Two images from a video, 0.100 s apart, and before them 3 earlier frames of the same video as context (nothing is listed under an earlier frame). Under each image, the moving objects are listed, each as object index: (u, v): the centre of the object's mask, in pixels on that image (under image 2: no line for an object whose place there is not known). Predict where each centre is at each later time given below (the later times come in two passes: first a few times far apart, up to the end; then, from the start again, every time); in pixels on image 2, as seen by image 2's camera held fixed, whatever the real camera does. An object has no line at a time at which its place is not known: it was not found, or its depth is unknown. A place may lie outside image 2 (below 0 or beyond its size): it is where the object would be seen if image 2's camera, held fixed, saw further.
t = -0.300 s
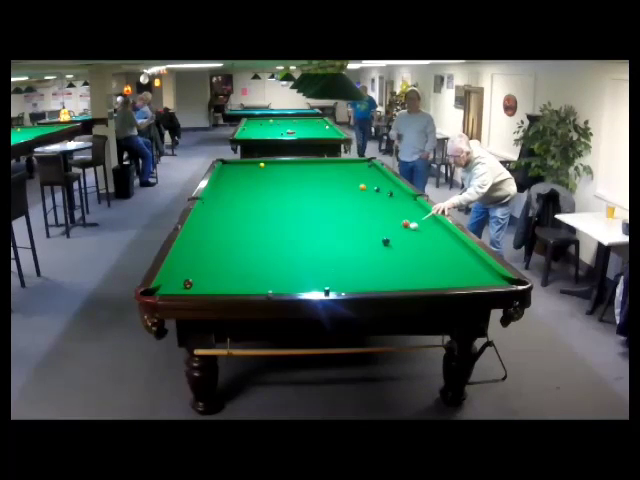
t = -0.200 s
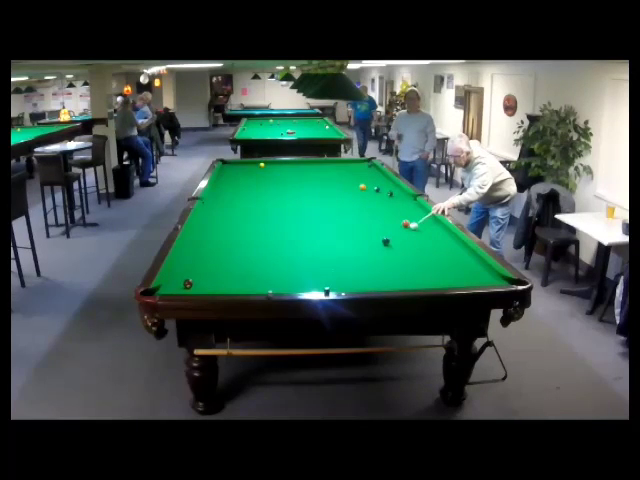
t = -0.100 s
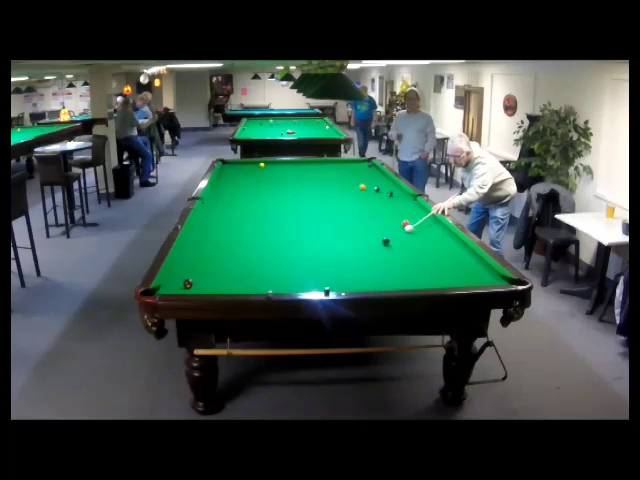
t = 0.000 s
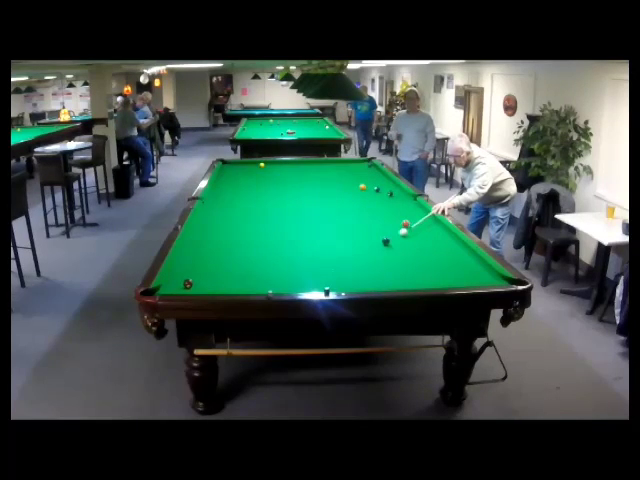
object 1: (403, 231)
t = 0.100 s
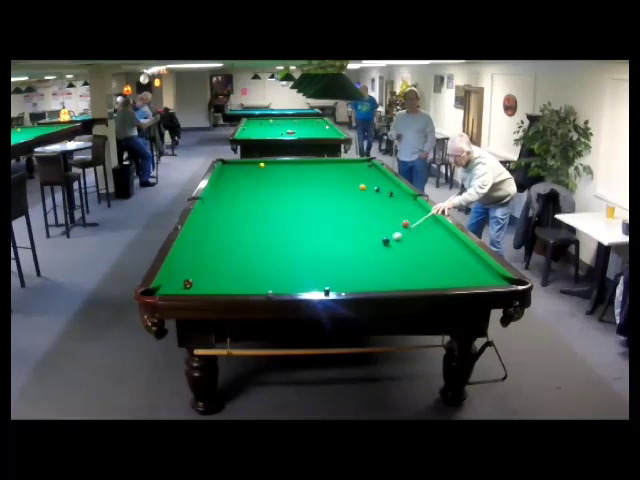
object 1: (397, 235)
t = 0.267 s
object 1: (393, 240)
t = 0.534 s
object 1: (396, 246)
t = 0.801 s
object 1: (398, 252)
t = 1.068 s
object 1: (401, 258)
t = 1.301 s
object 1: (403, 263)
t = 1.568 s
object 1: (406, 268)
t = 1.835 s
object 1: (410, 274)
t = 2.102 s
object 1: (412, 278)
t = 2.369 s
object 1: (414, 282)
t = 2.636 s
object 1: (413, 281)
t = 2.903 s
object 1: (410, 279)
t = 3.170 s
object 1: (410, 277)
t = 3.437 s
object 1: (408, 276)
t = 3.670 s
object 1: (408, 275)
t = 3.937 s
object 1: (408, 275)
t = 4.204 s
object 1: (408, 275)
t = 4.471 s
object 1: (408, 275)
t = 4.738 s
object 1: (408, 275)
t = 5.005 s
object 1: (408, 275)
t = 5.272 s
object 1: (408, 275)
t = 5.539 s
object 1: (408, 274)
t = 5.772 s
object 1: (408, 274)
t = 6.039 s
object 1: (408, 274)
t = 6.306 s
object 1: (408, 274)
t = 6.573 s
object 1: (408, 275)
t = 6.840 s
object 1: (408, 275)
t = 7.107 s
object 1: (408, 274)
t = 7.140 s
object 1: (408, 275)
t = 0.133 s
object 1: (395, 237)
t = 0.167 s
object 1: (393, 238)
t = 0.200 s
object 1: (392, 239)
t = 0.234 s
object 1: (393, 240)
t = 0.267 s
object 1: (393, 240)
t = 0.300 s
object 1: (394, 241)
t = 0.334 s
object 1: (394, 242)
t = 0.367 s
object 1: (394, 243)
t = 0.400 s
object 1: (395, 243)
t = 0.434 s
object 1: (395, 244)
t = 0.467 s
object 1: (395, 245)
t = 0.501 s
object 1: (395, 245)
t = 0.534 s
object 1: (396, 246)
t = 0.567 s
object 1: (396, 247)
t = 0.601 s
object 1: (396, 247)
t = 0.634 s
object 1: (397, 248)
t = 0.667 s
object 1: (397, 249)
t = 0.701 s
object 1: (397, 250)
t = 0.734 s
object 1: (398, 251)
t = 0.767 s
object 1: (398, 251)
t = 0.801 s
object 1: (398, 252)
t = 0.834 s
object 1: (399, 253)
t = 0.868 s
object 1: (399, 253)
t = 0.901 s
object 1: (399, 254)
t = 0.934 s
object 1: (400, 255)
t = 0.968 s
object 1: (400, 256)
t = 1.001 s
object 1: (400, 256)
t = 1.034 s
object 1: (401, 257)
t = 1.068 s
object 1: (401, 258)
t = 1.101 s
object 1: (401, 259)
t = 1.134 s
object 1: (402, 259)
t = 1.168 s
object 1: (402, 260)
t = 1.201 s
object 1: (403, 261)
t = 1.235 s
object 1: (403, 261)
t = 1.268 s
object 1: (403, 262)
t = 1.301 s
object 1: (403, 263)
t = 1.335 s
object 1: (404, 264)
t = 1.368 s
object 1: (404, 264)
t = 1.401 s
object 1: (405, 265)
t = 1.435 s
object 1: (405, 266)
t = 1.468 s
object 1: (405, 266)
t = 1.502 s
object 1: (406, 267)
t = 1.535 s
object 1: (406, 268)
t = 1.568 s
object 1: (406, 268)
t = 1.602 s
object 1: (407, 269)
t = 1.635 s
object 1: (407, 270)
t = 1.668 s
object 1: (408, 271)
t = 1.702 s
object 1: (408, 271)
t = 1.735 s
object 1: (408, 272)
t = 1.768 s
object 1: (409, 272)
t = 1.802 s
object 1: (409, 273)
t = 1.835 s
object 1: (410, 274)
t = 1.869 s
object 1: (410, 275)
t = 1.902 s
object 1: (410, 275)
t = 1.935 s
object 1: (411, 276)
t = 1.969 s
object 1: (411, 277)
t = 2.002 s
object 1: (411, 277)
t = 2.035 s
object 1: (411, 278)
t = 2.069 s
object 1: (412, 278)
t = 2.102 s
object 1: (412, 278)
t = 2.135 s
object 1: (412, 279)
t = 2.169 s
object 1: (413, 280)
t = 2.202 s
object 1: (413, 280)
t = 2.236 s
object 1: (413, 281)
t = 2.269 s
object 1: (414, 281)
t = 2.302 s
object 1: (414, 282)
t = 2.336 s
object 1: (414, 282)
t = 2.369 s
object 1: (414, 282)
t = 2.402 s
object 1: (415, 282)
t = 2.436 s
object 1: (414, 282)
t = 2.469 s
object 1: (414, 282)
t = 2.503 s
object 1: (414, 282)
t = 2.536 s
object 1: (413, 281)
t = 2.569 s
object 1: (413, 281)
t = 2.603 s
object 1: (413, 281)
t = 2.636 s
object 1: (413, 281)
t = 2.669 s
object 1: (412, 280)
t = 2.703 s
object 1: (412, 280)
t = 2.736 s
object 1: (412, 280)
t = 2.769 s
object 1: (412, 279)
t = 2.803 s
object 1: (411, 279)
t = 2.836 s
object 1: (411, 279)
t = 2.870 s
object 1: (411, 279)
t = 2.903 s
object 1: (410, 279)
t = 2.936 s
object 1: (410, 279)
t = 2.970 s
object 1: (410, 278)
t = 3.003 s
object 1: (410, 278)
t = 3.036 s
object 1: (410, 278)
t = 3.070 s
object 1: (410, 278)
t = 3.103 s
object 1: (410, 278)
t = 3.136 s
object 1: (410, 278)
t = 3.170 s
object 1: (410, 277)
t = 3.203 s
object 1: (409, 277)
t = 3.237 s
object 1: (409, 277)
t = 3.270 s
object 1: (409, 277)
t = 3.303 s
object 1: (409, 277)
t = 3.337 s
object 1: (409, 277)
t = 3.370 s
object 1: (409, 276)
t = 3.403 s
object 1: (409, 276)
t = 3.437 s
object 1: (408, 276)
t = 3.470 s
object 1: (408, 275)
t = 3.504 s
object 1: (409, 275)
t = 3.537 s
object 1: (409, 275)
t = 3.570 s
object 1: (408, 275)
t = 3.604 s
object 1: (408, 275)
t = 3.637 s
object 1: (408, 275)
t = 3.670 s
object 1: (408, 275)
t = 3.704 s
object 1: (409, 275)
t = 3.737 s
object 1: (408, 275)
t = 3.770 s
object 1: (408, 275)
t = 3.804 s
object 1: (408, 275)
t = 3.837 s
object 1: (408, 275)
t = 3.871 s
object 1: (408, 275)
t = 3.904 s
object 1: (408, 275)
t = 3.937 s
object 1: (408, 275)
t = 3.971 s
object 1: (408, 275)
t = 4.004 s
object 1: (408, 275)
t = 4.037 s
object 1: (408, 274)
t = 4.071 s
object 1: (408, 275)
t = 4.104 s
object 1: (408, 274)
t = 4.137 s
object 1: (408, 275)
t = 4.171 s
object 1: (408, 275)
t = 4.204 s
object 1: (408, 275)
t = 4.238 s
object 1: (408, 275)
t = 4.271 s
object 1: (408, 275)
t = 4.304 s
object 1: (408, 275)
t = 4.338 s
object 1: (408, 275)
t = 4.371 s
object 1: (408, 274)
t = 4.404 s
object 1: (408, 275)
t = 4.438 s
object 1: (408, 274)
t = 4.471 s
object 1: (408, 275)
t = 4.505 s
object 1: (408, 274)
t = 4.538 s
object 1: (408, 275)
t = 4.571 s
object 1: (408, 274)
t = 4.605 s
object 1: (408, 275)
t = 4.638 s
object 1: (408, 275)
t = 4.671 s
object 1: (408, 275)
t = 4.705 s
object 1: (408, 275)
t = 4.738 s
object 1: (408, 275)
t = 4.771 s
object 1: (408, 275)
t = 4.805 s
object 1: (408, 275)
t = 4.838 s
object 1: (408, 275)
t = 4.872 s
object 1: (408, 275)
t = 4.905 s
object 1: (408, 275)
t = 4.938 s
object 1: (408, 275)
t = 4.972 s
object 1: (408, 275)
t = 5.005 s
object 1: (408, 275)
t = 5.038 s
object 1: (408, 275)
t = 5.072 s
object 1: (408, 275)
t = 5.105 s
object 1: (408, 275)
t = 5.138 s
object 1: (408, 274)
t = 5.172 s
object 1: (408, 275)
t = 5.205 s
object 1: (408, 275)
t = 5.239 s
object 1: (408, 275)
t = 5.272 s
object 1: (408, 275)
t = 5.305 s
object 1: (408, 275)
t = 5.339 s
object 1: (408, 275)
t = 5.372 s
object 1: (408, 275)
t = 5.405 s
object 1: (408, 275)
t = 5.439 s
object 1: (408, 275)
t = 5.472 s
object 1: (408, 275)
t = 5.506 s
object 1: (408, 274)
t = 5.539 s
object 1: (408, 274)
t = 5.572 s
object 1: (408, 274)
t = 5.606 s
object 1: (408, 275)
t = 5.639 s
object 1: (408, 274)
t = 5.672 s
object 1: (408, 275)
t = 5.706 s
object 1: (408, 275)
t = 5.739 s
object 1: (408, 275)
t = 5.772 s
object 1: (408, 274)
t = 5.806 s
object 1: (408, 275)
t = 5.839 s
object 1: (408, 275)
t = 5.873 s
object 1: (408, 275)
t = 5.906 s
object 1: (408, 274)
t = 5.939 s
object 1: (408, 274)
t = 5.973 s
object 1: (408, 275)
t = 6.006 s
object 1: (408, 275)
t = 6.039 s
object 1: (408, 274)
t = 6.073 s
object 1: (408, 274)
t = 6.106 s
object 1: (408, 274)
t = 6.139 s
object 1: (408, 274)
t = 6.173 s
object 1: (408, 275)
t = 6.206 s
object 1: (408, 274)
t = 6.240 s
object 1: (408, 274)
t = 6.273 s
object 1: (408, 274)
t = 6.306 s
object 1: (408, 274)
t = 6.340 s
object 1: (408, 275)
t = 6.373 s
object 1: (408, 275)
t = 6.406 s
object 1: (408, 274)
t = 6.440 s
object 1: (408, 274)
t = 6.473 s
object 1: (408, 274)
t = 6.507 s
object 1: (408, 275)
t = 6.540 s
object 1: (408, 275)
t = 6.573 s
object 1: (408, 275)
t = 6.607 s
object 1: (408, 275)
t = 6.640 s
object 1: (408, 275)
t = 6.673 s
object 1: (408, 275)
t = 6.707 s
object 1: (408, 275)
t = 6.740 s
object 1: (408, 275)
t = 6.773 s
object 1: (408, 275)
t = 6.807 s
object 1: (408, 275)
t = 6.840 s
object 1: (408, 275)
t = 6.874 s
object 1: (408, 274)
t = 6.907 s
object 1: (408, 275)
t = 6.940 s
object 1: (408, 275)
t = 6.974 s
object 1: (408, 275)
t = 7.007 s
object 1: (408, 275)
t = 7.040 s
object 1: (408, 274)
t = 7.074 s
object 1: (408, 274)
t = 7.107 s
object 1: (408, 274)
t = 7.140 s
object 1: (408, 275)
